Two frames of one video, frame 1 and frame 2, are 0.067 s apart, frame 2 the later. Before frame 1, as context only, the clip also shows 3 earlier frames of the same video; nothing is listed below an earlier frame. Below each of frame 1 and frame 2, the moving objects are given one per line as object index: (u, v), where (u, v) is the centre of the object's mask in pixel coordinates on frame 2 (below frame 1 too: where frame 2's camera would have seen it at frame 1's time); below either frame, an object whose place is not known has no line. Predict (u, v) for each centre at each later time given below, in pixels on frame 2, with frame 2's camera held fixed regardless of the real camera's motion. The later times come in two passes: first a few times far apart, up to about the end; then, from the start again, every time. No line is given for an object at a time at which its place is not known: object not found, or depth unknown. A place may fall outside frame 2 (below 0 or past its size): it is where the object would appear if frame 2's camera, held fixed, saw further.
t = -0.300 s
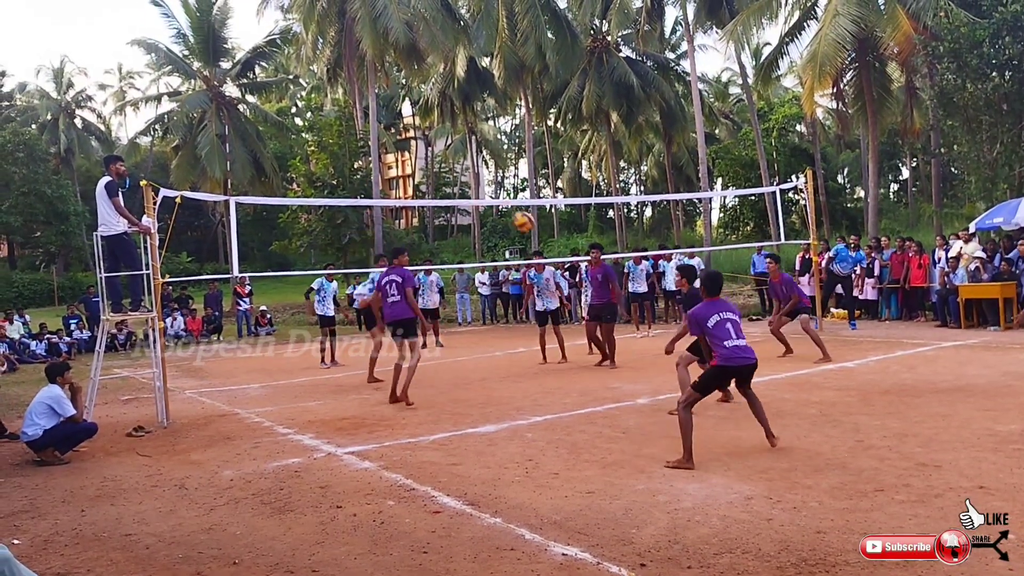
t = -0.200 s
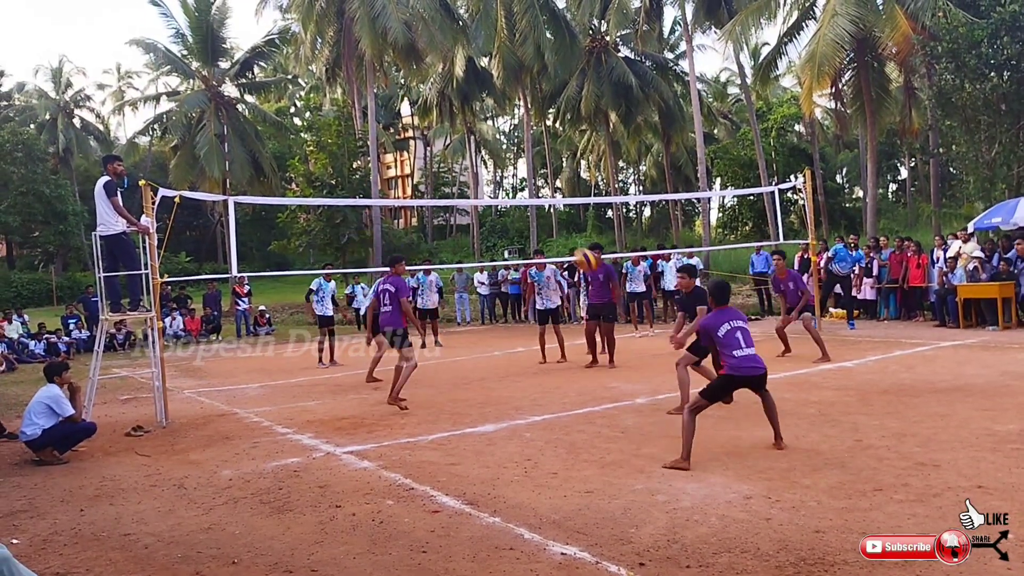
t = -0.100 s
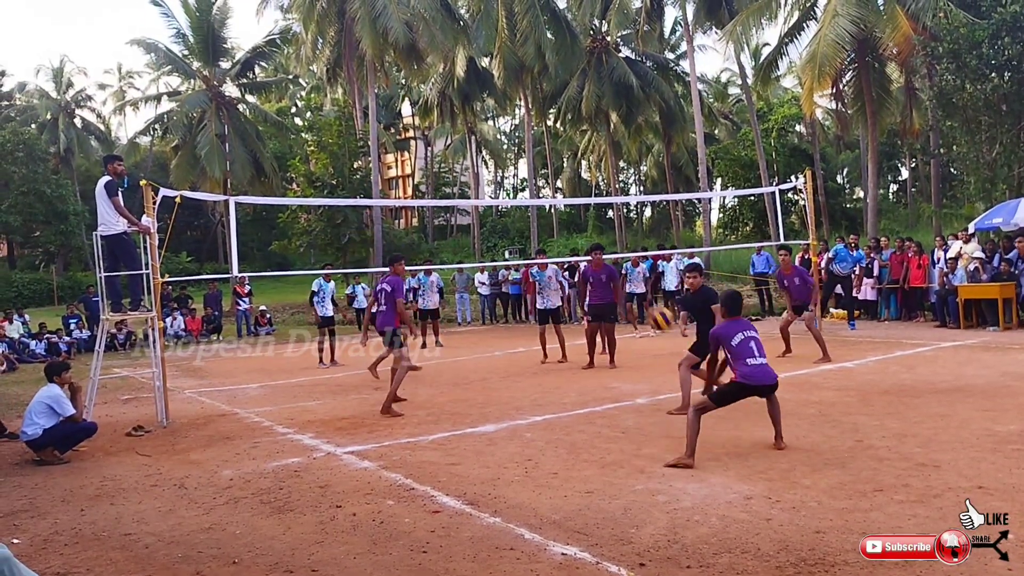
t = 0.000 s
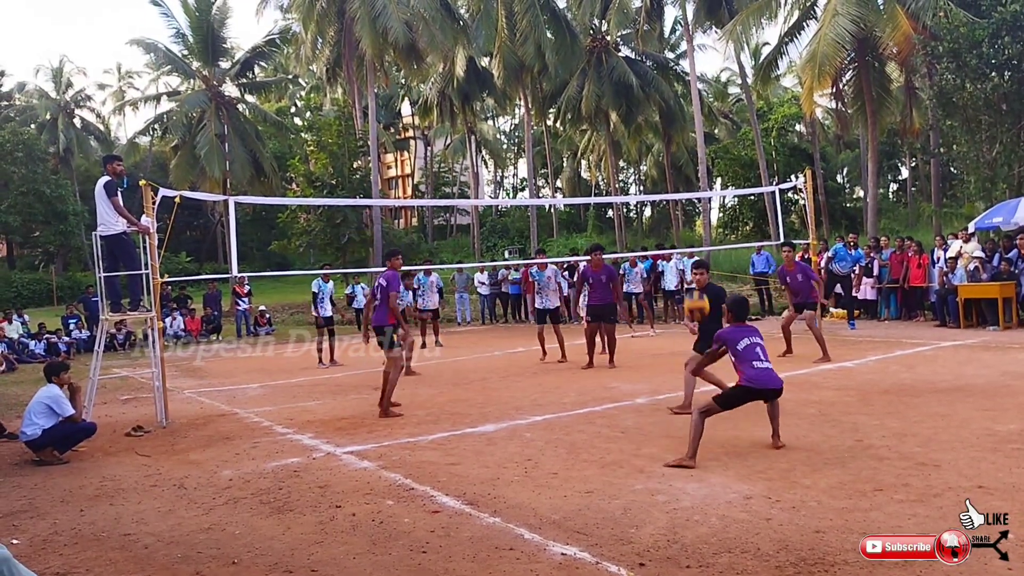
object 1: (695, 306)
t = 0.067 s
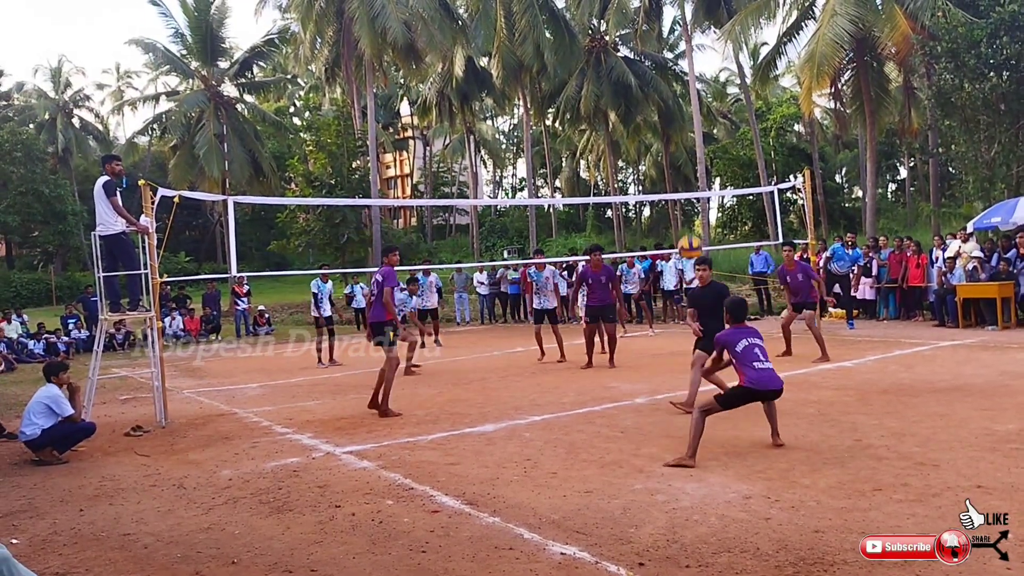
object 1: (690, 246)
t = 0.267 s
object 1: (679, 121)
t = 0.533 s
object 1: (673, 34)
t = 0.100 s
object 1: (688, 222)
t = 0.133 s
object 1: (686, 199)
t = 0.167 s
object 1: (684, 177)
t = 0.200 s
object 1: (682, 156)
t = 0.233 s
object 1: (680, 137)
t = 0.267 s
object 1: (679, 121)
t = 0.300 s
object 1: (677, 105)
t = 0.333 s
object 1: (677, 90)
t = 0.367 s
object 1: (676, 78)
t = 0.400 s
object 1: (675, 66)
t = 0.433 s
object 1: (674, 56)
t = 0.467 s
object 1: (674, 47)
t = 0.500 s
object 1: (674, 39)
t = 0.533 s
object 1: (673, 34)
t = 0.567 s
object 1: (673, 28)
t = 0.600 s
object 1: (672, 23)
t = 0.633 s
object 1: (672, 20)
